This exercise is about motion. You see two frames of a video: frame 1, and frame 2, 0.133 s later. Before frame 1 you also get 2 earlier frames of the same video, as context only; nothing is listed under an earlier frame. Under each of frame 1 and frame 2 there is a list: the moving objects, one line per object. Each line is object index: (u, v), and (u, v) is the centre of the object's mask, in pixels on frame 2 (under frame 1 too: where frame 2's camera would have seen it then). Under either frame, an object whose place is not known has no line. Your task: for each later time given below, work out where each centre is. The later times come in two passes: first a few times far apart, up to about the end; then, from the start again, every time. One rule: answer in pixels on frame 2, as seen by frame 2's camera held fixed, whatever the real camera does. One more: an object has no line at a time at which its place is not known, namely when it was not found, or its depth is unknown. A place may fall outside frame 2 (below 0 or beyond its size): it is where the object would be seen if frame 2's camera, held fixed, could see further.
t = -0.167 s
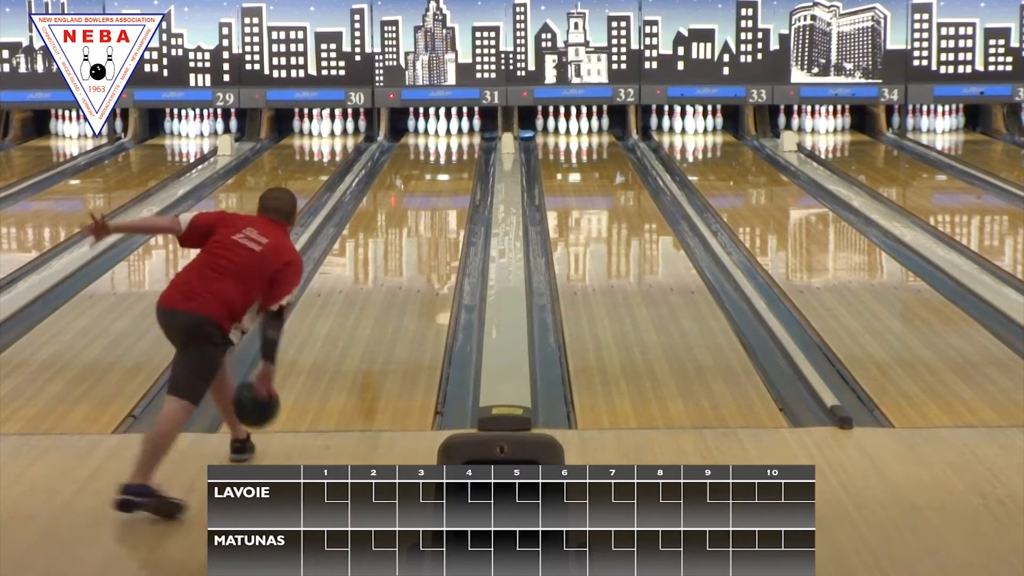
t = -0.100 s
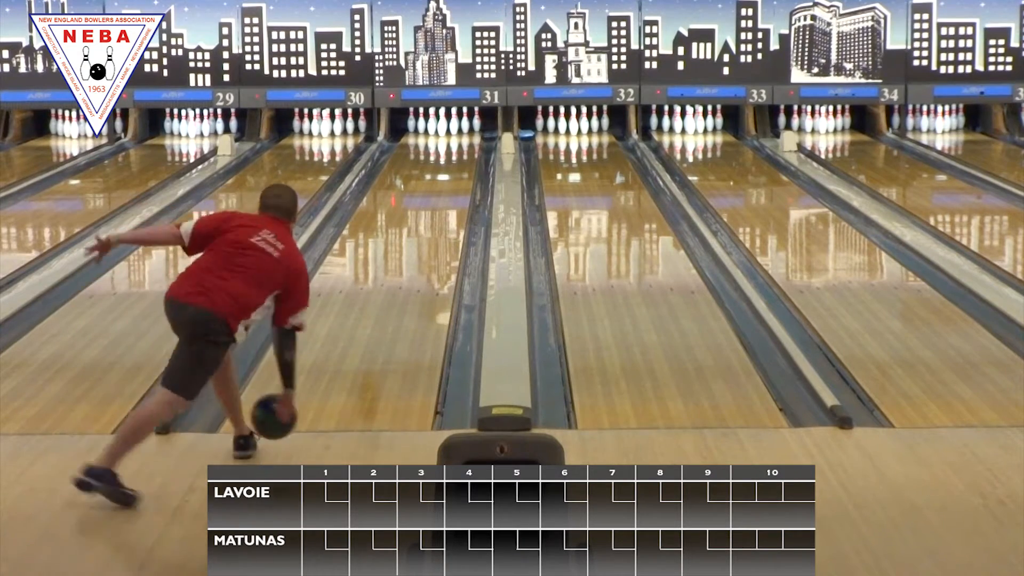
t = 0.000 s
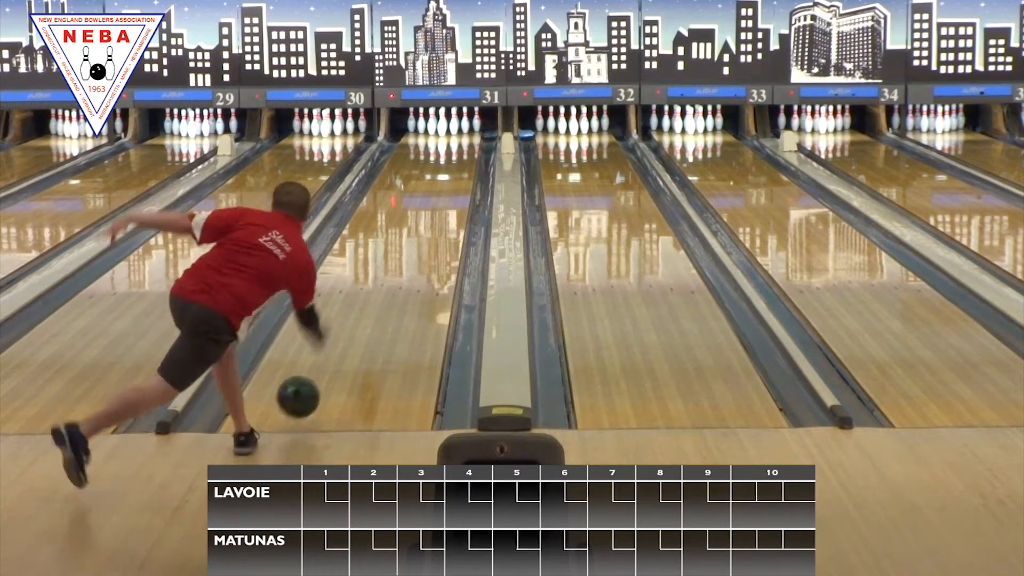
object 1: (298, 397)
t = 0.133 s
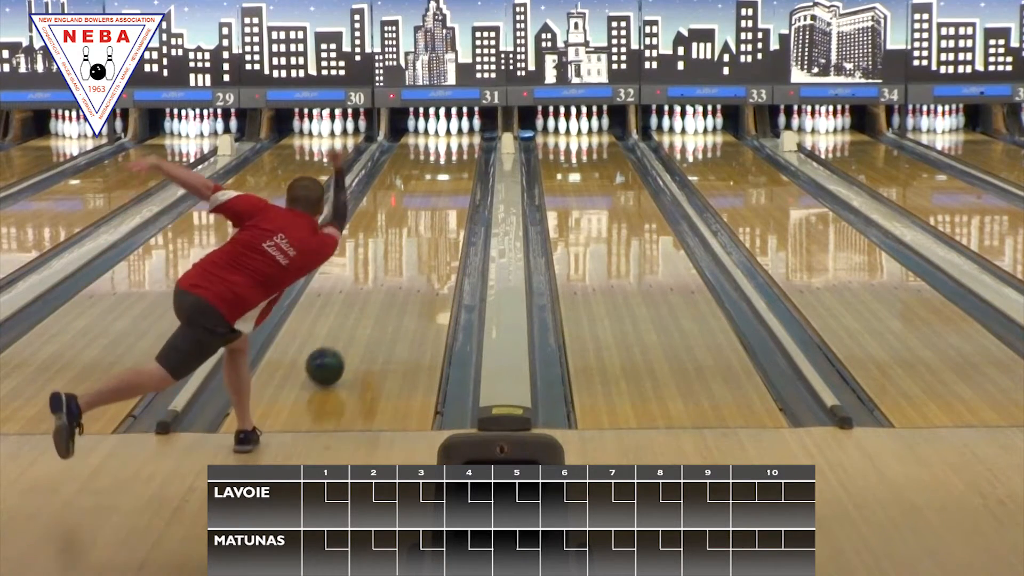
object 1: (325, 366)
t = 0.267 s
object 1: (346, 334)
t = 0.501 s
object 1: (377, 287)
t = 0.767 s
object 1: (403, 248)
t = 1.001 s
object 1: (420, 220)
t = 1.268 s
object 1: (435, 195)
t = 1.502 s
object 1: (445, 178)
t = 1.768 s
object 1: (453, 161)
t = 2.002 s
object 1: (456, 148)
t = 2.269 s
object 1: (455, 136)
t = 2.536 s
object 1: (452, 128)
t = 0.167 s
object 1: (331, 359)
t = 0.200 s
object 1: (336, 350)
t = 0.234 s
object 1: (341, 342)
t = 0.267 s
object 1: (346, 334)
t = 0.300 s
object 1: (351, 327)
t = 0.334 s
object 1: (356, 319)
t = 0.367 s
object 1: (361, 312)
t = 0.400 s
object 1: (365, 305)
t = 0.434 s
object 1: (369, 299)
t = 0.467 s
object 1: (373, 293)
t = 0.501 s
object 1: (377, 287)
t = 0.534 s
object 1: (378, 288)
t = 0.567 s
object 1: (387, 274)
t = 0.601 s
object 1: (387, 271)
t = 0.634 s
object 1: (391, 266)
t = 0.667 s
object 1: (394, 261)
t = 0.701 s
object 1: (397, 257)
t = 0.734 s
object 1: (400, 252)
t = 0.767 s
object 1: (403, 248)
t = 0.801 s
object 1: (405, 243)
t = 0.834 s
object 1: (408, 239)
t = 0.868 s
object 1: (410, 235)
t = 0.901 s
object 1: (413, 231)
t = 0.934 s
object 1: (415, 227)
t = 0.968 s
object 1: (418, 224)
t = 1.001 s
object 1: (420, 220)
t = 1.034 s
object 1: (422, 217)
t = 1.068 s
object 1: (424, 213)
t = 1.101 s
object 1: (426, 210)
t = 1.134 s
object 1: (428, 207)
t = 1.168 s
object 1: (430, 204)
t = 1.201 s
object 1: (432, 201)
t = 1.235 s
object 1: (434, 198)
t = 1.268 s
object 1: (435, 195)
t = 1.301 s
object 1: (437, 192)
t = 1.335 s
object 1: (438, 190)
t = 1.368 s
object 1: (440, 187)
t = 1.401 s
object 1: (441, 185)
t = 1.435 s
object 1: (442, 182)
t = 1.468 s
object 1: (444, 180)
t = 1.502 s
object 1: (445, 178)
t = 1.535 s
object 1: (446, 176)
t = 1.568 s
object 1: (448, 173)
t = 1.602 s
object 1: (449, 171)
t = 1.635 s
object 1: (450, 169)
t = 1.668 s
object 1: (450, 167)
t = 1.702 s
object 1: (451, 164)
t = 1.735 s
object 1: (452, 162)
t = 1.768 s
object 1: (453, 161)
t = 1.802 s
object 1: (453, 159)
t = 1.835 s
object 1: (454, 156)
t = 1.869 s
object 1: (455, 154)
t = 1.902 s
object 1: (455, 153)
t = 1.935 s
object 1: (455, 151)
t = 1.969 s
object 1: (455, 150)
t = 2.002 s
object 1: (456, 148)
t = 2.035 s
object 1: (456, 146)
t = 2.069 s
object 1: (456, 145)
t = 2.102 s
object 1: (456, 143)
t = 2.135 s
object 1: (456, 142)
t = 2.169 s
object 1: (456, 141)
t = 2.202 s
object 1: (455, 139)
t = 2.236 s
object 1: (455, 138)
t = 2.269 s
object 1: (455, 136)
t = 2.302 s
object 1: (454, 135)
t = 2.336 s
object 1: (453, 134)
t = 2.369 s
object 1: (453, 133)
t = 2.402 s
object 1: (452, 131)
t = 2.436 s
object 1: (451, 130)
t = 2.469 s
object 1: (450, 130)
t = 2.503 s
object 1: (451, 128)
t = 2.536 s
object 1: (452, 128)
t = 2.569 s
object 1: (452, 127)
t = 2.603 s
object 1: (453, 126)
